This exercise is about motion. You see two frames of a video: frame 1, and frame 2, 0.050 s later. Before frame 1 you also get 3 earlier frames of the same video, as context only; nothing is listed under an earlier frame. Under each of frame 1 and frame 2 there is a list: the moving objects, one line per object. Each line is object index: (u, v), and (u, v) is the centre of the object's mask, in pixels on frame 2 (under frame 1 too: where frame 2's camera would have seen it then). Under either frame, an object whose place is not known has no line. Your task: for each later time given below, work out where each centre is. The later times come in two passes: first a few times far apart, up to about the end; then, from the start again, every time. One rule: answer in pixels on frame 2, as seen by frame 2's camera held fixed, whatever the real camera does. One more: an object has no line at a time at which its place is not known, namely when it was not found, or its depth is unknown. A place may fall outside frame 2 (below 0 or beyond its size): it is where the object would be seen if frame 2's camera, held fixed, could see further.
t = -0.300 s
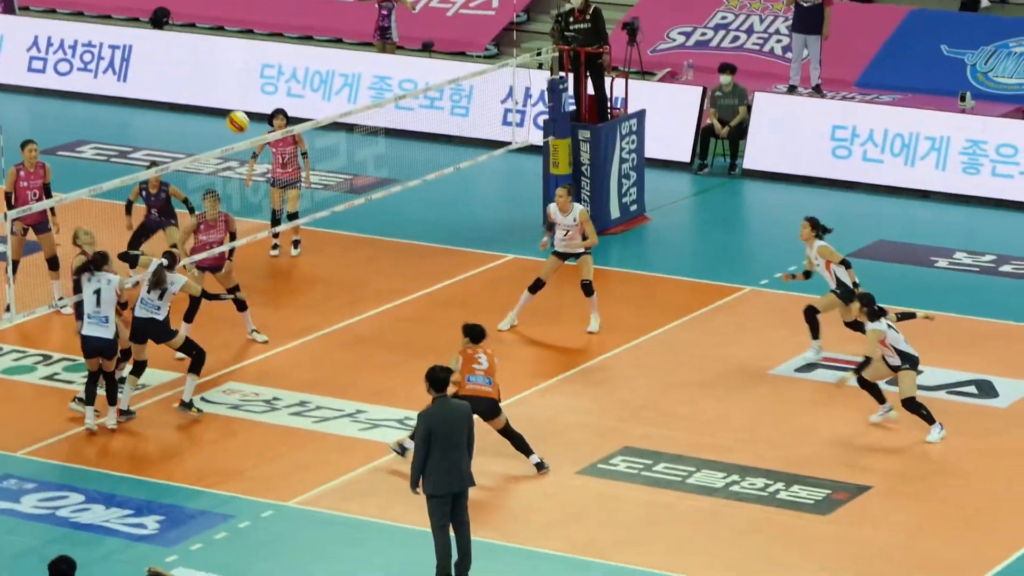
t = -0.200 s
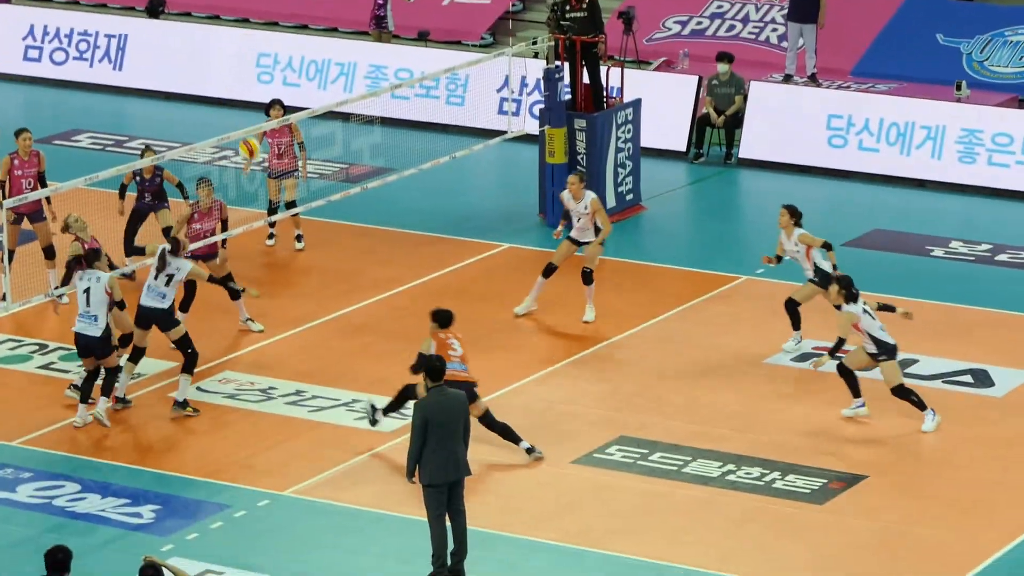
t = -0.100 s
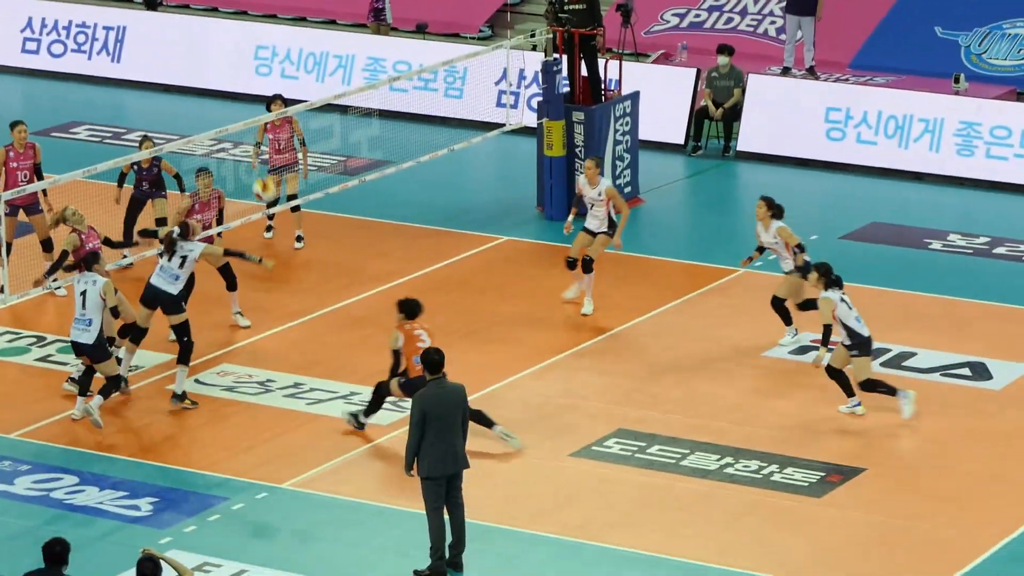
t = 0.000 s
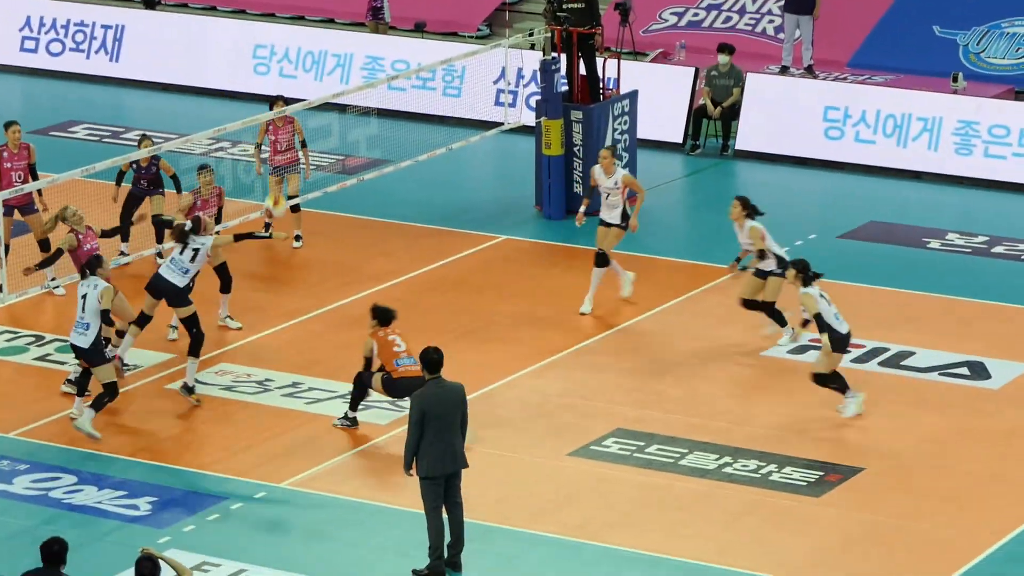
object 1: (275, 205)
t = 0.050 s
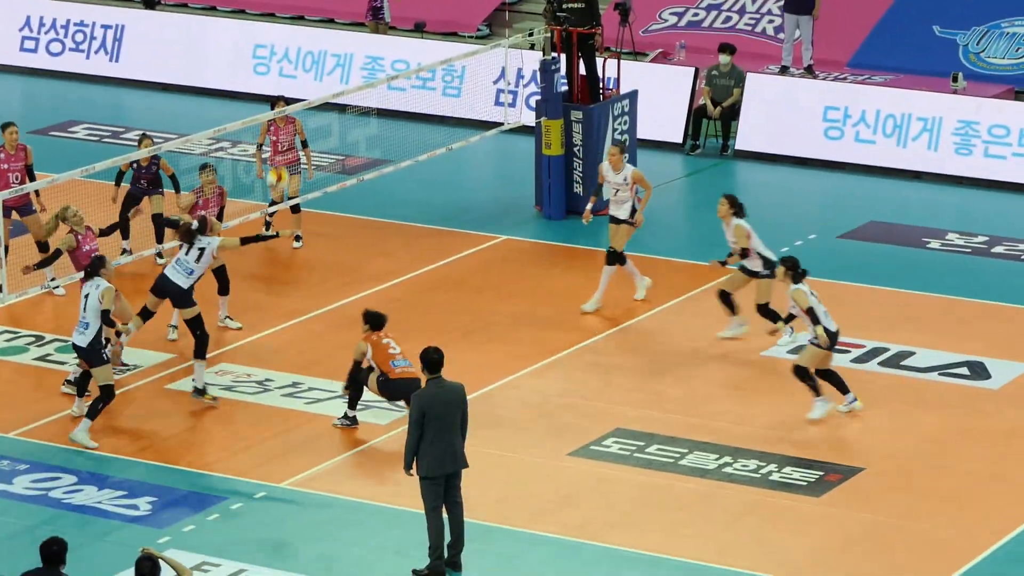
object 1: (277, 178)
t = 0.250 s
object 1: (289, 95)
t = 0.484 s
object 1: (302, 48)
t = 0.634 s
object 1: (310, 48)
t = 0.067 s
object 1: (278, 169)
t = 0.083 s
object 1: (279, 161)
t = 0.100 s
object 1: (280, 154)
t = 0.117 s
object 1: (281, 145)
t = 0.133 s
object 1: (283, 138)
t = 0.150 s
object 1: (284, 130)
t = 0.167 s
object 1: (285, 125)
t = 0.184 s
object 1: (285, 118)
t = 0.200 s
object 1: (286, 111)
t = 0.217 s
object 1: (287, 105)
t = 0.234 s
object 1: (288, 100)
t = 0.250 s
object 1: (289, 95)
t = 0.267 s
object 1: (290, 90)
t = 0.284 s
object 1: (292, 83)
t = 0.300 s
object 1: (293, 79)
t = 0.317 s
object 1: (293, 75)
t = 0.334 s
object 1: (295, 71)
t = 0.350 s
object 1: (295, 67)
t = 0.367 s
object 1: (296, 64)
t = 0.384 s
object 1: (297, 61)
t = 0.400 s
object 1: (298, 58)
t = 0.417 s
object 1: (299, 55)
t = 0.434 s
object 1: (299, 53)
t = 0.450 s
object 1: (300, 51)
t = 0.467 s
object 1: (301, 49)
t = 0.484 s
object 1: (302, 48)
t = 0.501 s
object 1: (302, 47)
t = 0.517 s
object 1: (303, 46)
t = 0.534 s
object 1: (304, 45)
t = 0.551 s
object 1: (305, 45)
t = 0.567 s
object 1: (306, 45)
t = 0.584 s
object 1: (307, 46)
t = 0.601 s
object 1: (308, 46)
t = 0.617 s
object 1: (309, 47)
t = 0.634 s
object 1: (310, 48)
